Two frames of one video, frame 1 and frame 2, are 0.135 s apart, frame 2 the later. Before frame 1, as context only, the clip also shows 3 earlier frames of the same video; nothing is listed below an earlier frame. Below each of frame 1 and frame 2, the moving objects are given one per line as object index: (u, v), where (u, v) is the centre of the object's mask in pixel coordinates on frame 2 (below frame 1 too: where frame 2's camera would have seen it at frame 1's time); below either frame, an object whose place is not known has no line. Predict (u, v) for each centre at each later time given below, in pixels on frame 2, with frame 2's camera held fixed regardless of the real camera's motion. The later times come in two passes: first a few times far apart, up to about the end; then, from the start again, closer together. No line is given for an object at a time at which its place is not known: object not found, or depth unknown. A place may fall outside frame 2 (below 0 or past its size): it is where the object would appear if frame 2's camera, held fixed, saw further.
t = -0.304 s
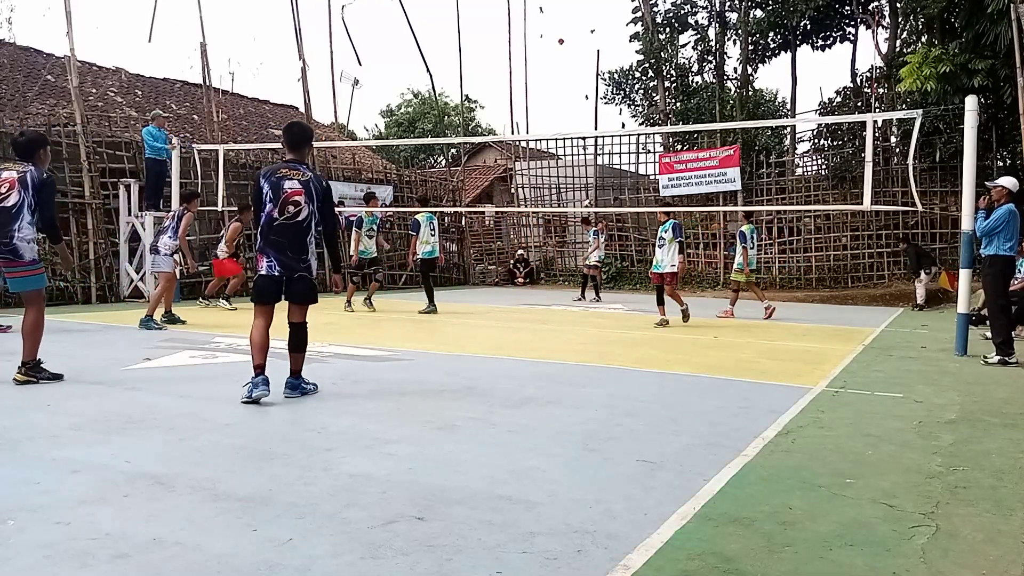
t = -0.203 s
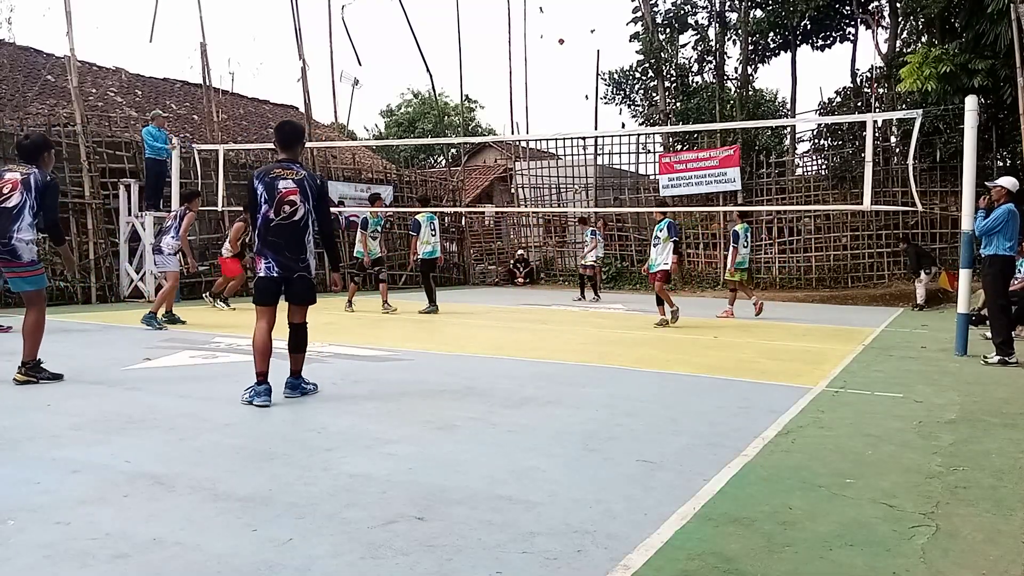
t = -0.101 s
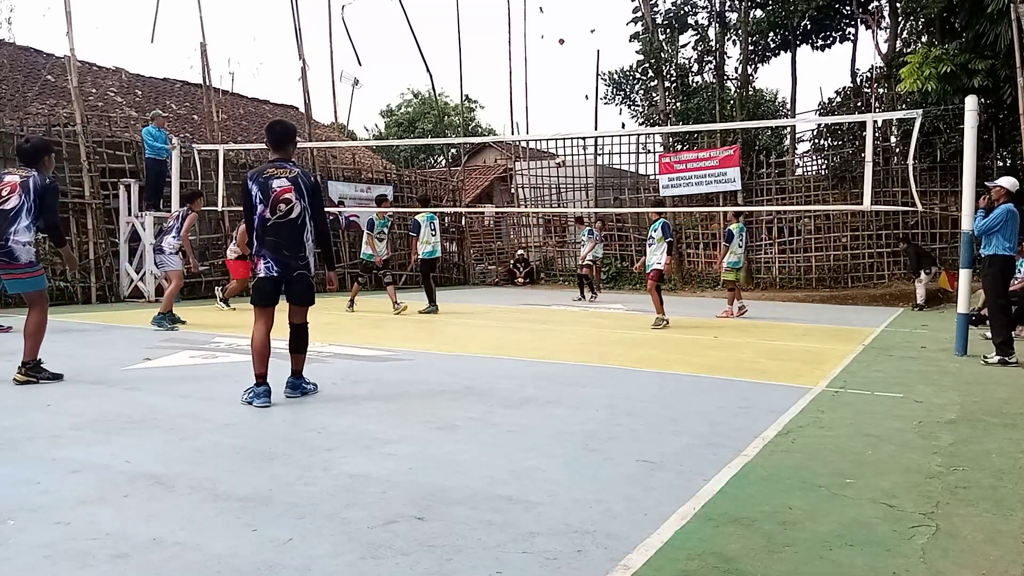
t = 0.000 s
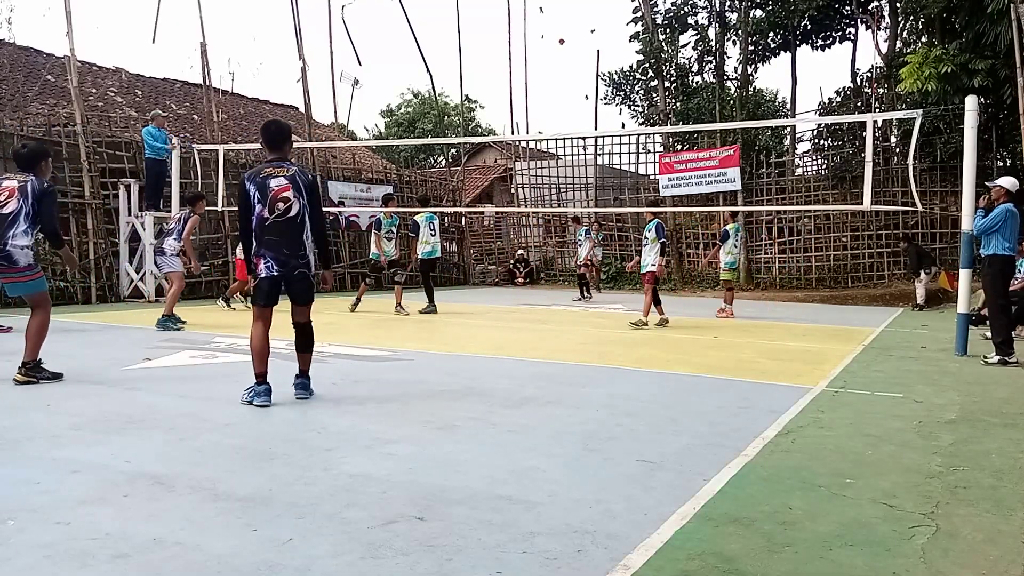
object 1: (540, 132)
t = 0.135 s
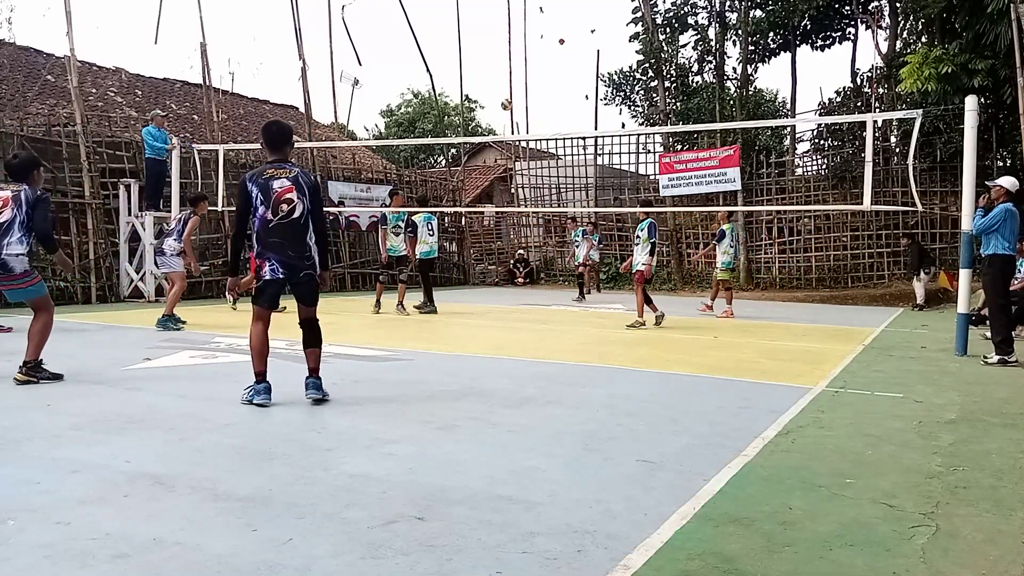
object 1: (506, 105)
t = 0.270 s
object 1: (467, 76)
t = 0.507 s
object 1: (374, 39)
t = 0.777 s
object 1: (200, 38)
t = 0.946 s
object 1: (16, 84)
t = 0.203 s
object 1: (488, 90)
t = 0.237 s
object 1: (478, 83)
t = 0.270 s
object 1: (467, 76)
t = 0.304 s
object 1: (456, 70)
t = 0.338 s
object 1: (444, 63)
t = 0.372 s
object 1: (432, 58)
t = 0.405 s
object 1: (418, 52)
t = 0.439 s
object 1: (405, 47)
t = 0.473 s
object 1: (390, 43)
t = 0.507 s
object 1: (374, 39)
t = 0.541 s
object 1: (357, 36)
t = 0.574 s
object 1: (339, 33)
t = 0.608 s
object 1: (320, 32)
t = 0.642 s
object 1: (299, 31)
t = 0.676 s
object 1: (277, 30)
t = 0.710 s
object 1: (253, 31)
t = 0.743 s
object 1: (227, 34)
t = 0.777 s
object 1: (200, 38)
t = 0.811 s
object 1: (170, 43)
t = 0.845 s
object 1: (137, 50)
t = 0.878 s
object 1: (100, 59)
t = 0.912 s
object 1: (60, 70)
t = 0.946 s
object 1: (16, 84)
